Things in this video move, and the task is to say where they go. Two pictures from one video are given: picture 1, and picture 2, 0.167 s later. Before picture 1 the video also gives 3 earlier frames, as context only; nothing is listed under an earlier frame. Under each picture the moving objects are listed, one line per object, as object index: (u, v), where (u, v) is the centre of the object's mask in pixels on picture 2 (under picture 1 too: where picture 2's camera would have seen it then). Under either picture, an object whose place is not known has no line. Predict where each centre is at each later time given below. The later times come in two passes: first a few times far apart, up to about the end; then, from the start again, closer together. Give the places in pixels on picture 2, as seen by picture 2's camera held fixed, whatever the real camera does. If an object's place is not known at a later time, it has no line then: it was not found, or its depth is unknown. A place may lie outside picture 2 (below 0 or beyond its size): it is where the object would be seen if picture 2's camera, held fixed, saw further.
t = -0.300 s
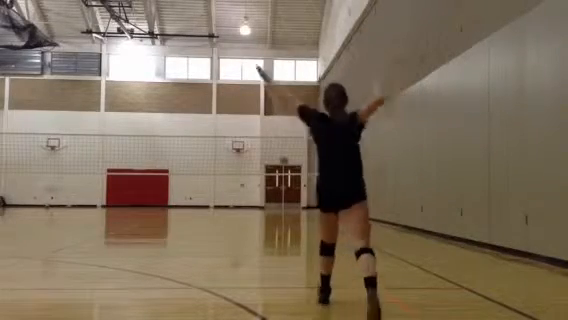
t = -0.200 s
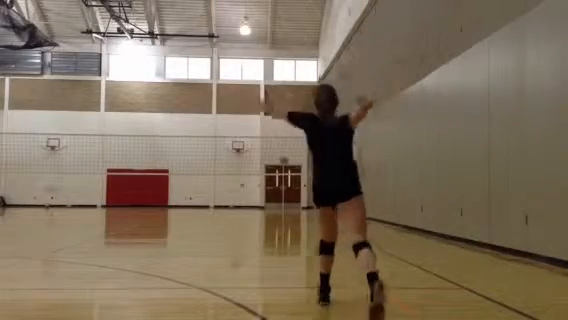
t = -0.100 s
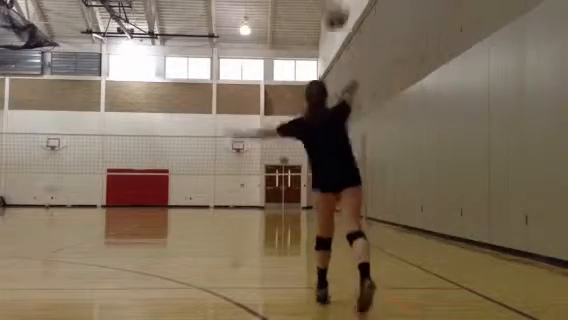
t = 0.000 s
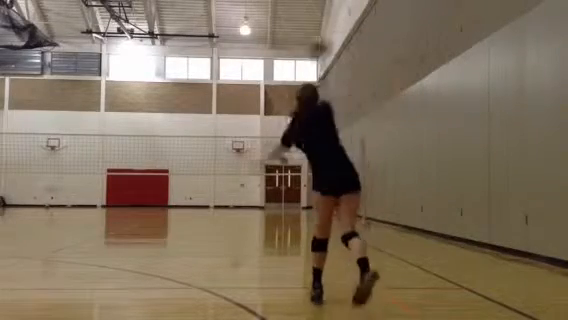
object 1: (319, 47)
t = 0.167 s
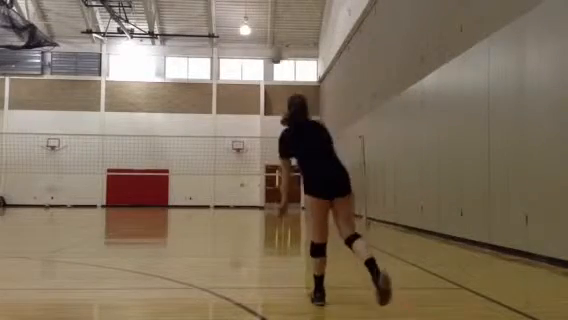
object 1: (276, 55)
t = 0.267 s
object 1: (261, 67)
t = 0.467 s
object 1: (243, 96)
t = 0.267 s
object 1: (261, 67)
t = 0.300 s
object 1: (257, 72)
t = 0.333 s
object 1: (253, 77)
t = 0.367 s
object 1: (251, 82)
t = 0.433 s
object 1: (243, 91)
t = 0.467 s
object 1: (243, 96)
